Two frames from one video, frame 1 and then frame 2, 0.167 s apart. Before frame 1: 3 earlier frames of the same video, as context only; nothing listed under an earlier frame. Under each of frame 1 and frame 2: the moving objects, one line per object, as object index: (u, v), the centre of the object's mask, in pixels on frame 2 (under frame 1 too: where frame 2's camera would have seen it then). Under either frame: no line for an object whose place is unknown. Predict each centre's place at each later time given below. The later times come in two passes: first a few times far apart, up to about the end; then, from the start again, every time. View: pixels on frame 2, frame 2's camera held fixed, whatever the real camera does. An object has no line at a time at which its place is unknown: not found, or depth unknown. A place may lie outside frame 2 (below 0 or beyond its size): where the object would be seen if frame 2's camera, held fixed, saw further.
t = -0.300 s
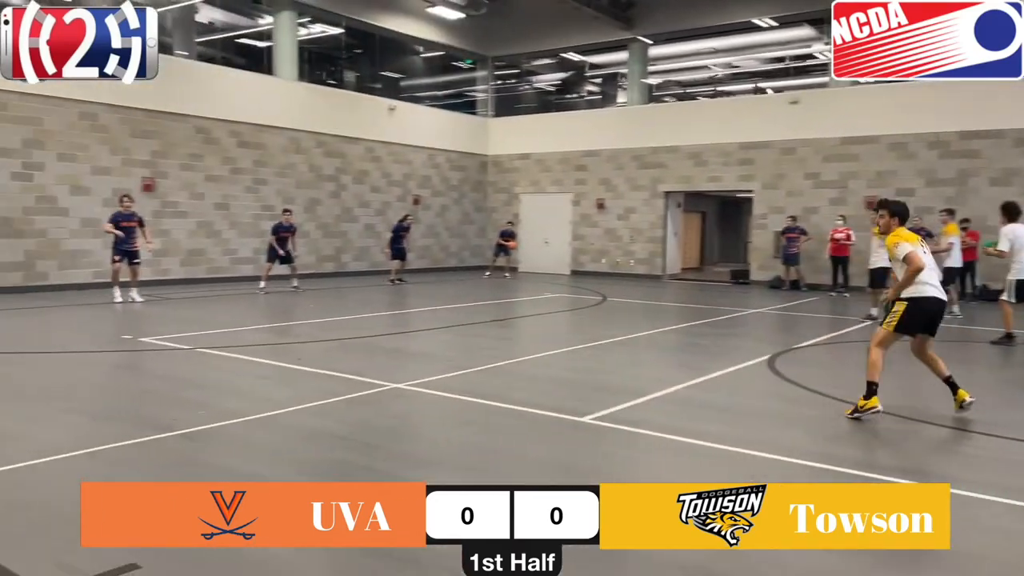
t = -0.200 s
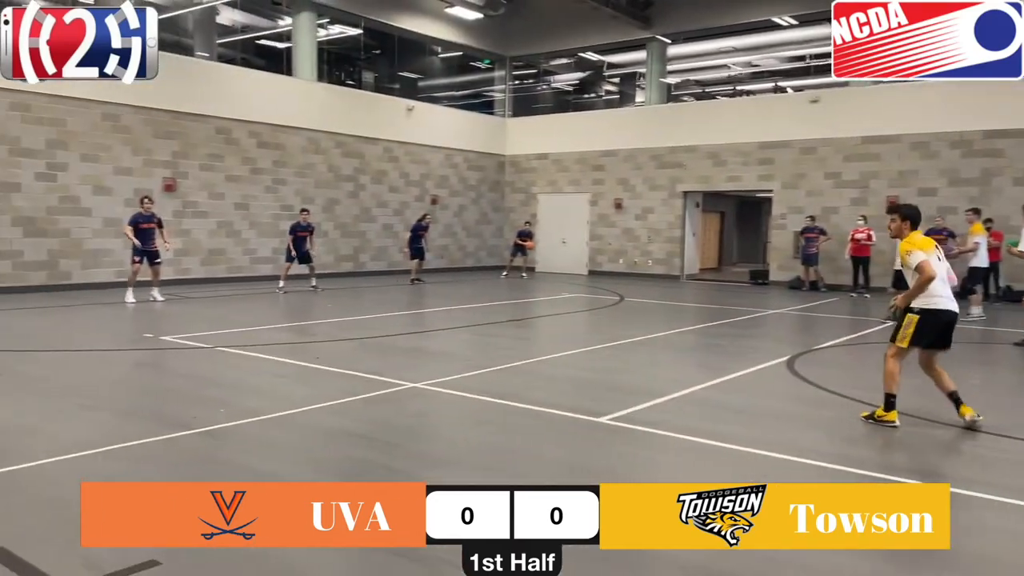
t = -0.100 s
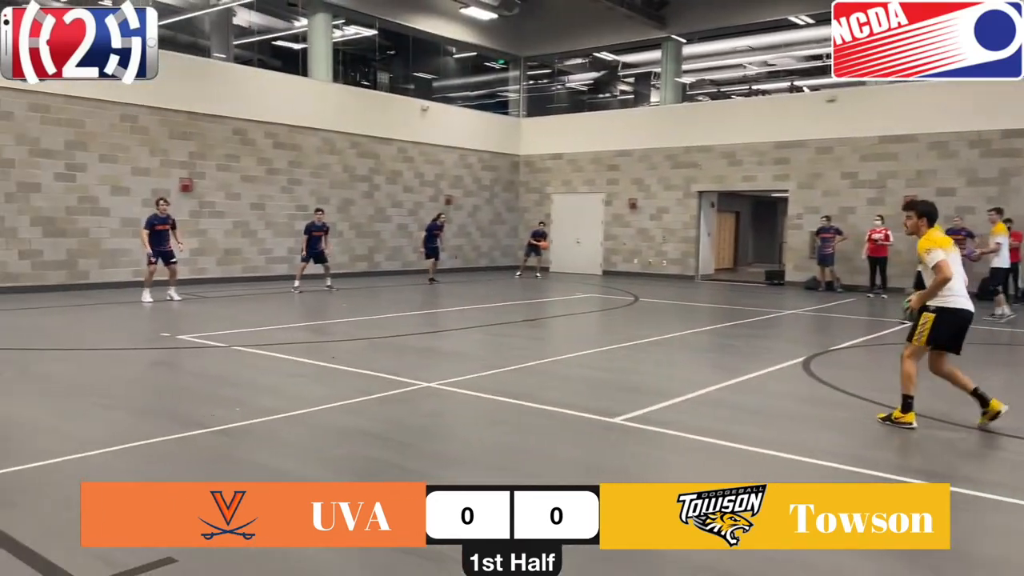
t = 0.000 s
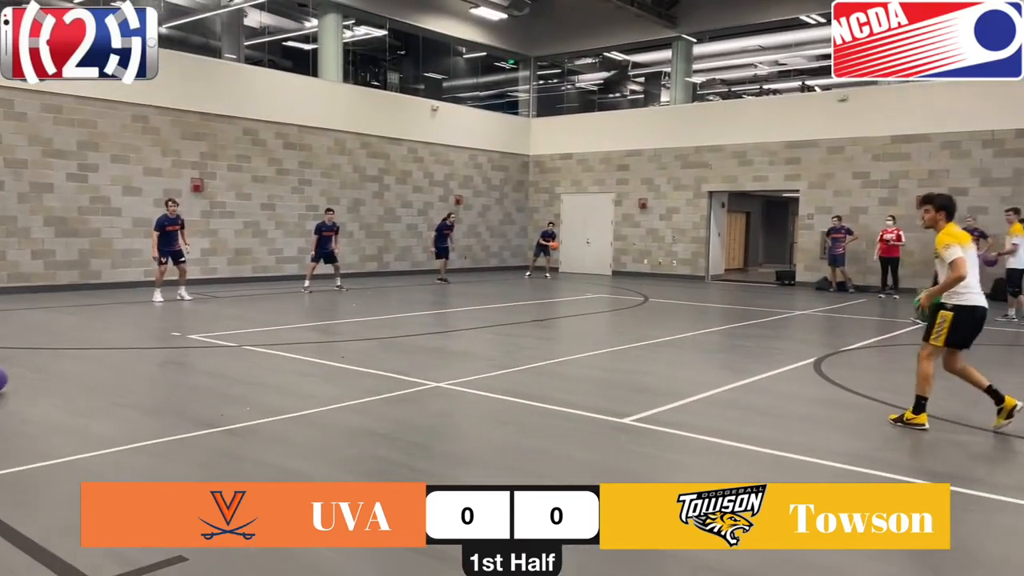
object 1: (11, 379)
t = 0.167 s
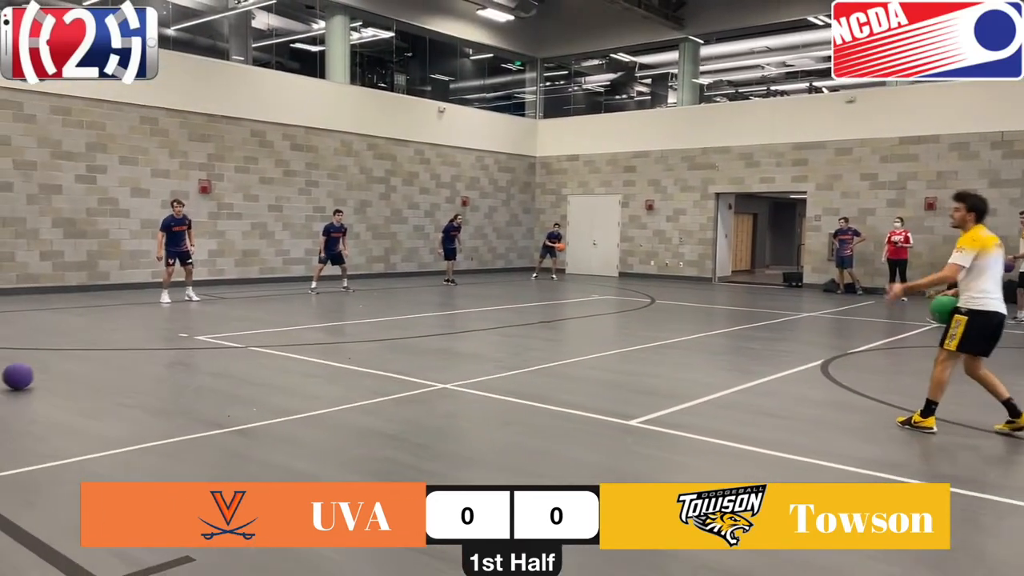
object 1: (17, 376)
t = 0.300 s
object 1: (31, 372)
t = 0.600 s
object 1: (59, 365)
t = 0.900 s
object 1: (85, 358)
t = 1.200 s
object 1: (108, 352)
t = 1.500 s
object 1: (130, 346)
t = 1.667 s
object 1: (141, 343)
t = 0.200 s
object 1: (21, 376)
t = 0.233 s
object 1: (25, 374)
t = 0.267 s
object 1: (28, 372)
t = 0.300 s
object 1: (31, 372)
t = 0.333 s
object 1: (34, 372)
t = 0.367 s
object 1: (38, 370)
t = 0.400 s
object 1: (41, 370)
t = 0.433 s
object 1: (44, 369)
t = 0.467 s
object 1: (46, 368)
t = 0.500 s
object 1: (49, 367)
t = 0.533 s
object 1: (53, 367)
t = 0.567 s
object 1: (56, 366)
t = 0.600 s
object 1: (59, 365)
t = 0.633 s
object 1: (62, 364)
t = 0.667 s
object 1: (65, 363)
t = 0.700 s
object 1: (68, 363)
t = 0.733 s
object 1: (71, 362)
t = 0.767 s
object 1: (74, 360)
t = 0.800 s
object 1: (77, 360)
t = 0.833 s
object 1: (79, 359)
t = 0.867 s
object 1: (82, 358)
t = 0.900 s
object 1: (85, 358)
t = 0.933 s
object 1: (87, 357)
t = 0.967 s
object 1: (90, 356)
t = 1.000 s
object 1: (92, 356)
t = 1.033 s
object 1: (95, 355)
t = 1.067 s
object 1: (98, 354)
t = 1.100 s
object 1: (101, 354)
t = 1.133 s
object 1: (103, 353)
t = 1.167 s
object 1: (106, 352)
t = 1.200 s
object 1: (108, 352)
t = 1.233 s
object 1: (111, 351)
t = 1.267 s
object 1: (113, 350)
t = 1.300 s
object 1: (116, 349)
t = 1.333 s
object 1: (118, 349)
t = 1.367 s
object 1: (121, 348)
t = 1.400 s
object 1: (123, 348)
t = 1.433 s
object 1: (125, 347)
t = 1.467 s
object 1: (127, 347)
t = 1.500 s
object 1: (130, 346)
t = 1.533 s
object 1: (132, 345)
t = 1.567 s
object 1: (134, 345)
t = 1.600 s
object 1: (137, 344)
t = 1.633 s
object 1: (139, 344)
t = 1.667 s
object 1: (141, 343)
